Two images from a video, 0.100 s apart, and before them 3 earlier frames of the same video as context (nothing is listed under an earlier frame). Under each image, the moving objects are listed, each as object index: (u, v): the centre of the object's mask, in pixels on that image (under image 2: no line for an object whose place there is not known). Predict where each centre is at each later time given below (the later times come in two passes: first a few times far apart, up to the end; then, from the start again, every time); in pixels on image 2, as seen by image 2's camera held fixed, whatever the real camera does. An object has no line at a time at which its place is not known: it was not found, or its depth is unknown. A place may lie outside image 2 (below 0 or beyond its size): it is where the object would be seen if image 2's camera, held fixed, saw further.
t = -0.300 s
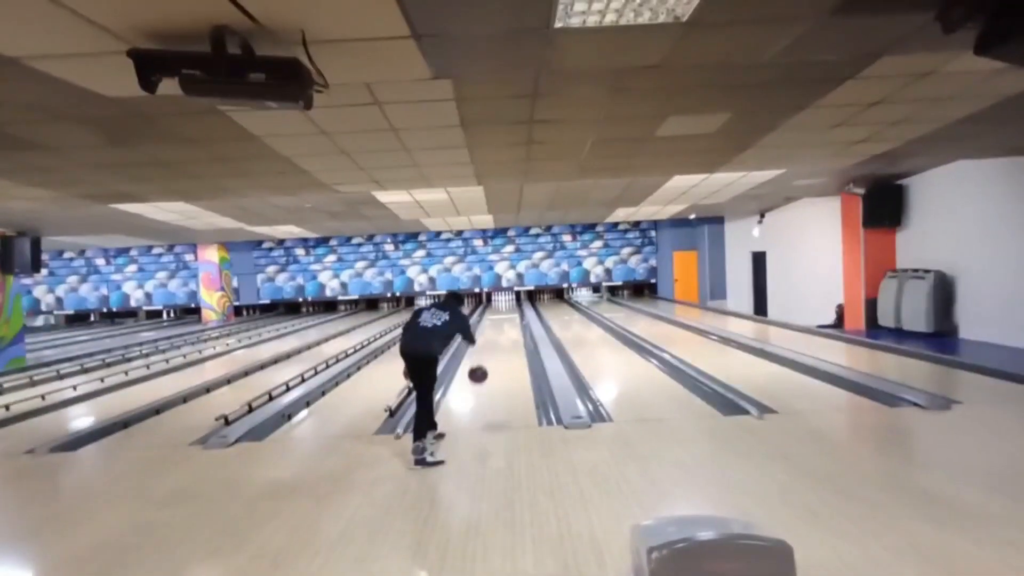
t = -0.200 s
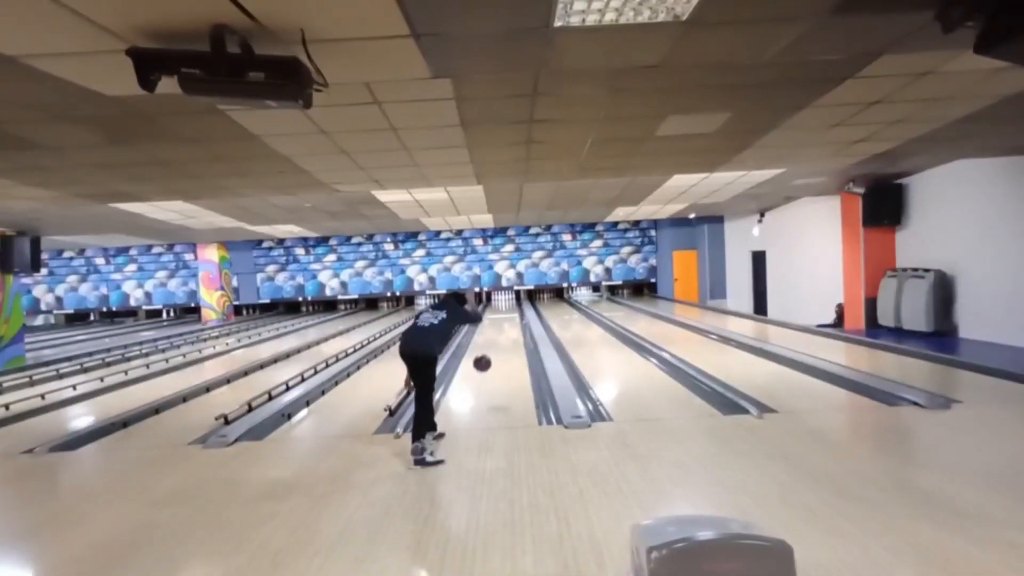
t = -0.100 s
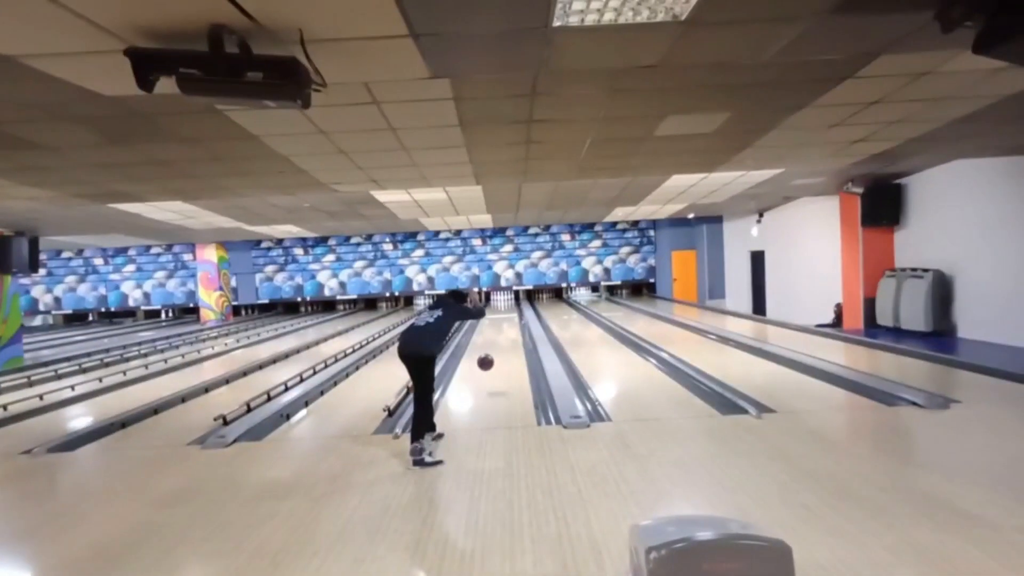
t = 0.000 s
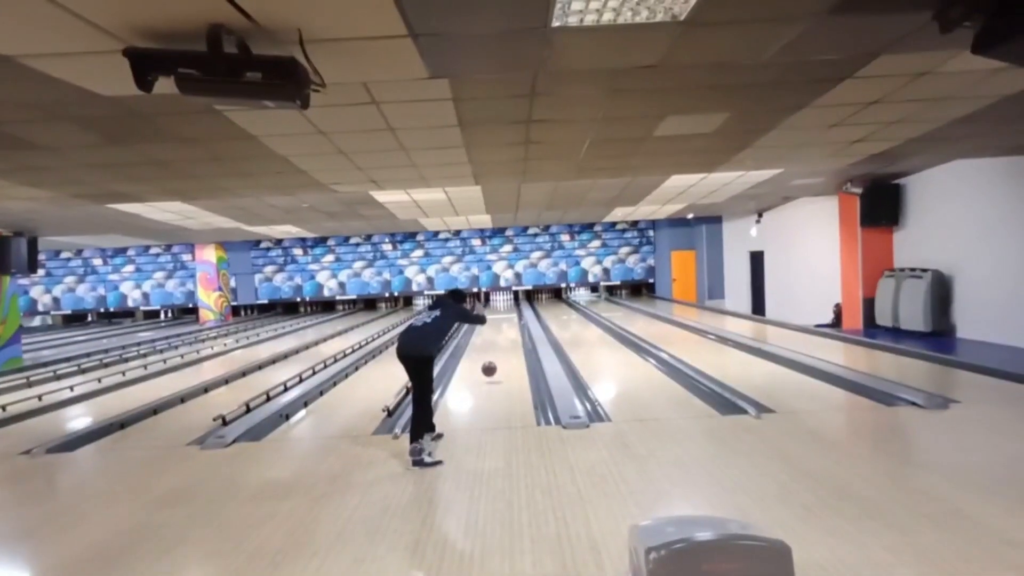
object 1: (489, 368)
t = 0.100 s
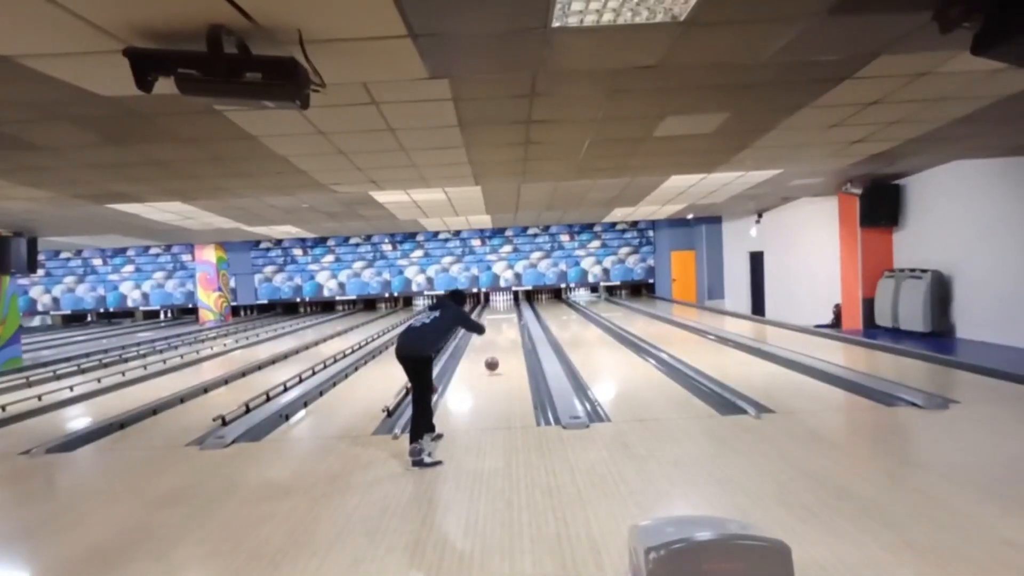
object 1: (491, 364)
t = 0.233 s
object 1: (495, 358)
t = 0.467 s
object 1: (499, 348)
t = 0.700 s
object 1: (503, 339)
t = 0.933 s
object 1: (505, 333)
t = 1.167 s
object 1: (508, 328)
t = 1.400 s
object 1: (510, 323)
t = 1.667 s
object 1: (512, 320)
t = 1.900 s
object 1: (514, 317)
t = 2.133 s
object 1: (516, 315)
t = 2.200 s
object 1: (517, 314)
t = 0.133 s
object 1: (492, 361)
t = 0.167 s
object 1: (493, 360)
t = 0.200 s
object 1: (494, 359)
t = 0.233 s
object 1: (495, 358)
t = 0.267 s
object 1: (495, 356)
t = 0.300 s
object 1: (496, 355)
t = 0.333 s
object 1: (497, 353)
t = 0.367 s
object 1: (498, 352)
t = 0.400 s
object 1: (498, 350)
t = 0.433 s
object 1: (499, 349)
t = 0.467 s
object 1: (499, 348)
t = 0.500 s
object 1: (500, 346)
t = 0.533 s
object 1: (500, 345)
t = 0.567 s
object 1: (501, 343)
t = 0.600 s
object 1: (501, 342)
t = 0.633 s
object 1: (502, 341)
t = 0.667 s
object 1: (502, 340)
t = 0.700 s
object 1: (503, 339)
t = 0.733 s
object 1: (503, 338)
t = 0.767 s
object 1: (504, 337)
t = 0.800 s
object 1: (504, 336)
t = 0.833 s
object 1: (504, 335)
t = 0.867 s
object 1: (505, 334)
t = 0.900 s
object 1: (505, 334)
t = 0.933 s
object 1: (505, 333)
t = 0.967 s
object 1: (506, 332)
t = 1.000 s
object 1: (506, 331)
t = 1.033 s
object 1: (506, 330)
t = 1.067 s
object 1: (507, 330)
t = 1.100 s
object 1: (507, 329)
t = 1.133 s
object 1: (508, 328)
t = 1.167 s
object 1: (508, 328)
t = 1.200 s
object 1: (508, 327)
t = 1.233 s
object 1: (508, 326)
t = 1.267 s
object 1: (509, 326)
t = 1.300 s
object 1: (509, 325)
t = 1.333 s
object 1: (509, 324)
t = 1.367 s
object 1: (509, 324)
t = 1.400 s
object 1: (510, 323)
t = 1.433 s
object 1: (510, 323)
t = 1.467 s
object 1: (510, 323)
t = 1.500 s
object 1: (511, 322)
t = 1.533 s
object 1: (510, 322)
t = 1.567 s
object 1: (511, 321)
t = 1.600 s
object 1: (511, 321)
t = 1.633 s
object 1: (512, 320)
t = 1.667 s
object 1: (512, 320)
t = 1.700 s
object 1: (512, 319)
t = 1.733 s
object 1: (513, 318)
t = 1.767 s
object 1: (513, 318)
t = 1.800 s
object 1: (513, 318)
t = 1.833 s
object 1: (514, 318)
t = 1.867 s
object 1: (514, 317)
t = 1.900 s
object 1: (514, 317)
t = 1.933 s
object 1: (514, 317)
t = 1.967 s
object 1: (514, 316)
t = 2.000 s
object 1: (514, 316)
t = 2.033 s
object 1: (514, 316)
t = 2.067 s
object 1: (515, 315)
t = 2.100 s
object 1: (515, 314)
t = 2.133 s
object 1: (516, 315)
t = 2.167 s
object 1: (517, 314)
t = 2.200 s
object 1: (517, 314)
